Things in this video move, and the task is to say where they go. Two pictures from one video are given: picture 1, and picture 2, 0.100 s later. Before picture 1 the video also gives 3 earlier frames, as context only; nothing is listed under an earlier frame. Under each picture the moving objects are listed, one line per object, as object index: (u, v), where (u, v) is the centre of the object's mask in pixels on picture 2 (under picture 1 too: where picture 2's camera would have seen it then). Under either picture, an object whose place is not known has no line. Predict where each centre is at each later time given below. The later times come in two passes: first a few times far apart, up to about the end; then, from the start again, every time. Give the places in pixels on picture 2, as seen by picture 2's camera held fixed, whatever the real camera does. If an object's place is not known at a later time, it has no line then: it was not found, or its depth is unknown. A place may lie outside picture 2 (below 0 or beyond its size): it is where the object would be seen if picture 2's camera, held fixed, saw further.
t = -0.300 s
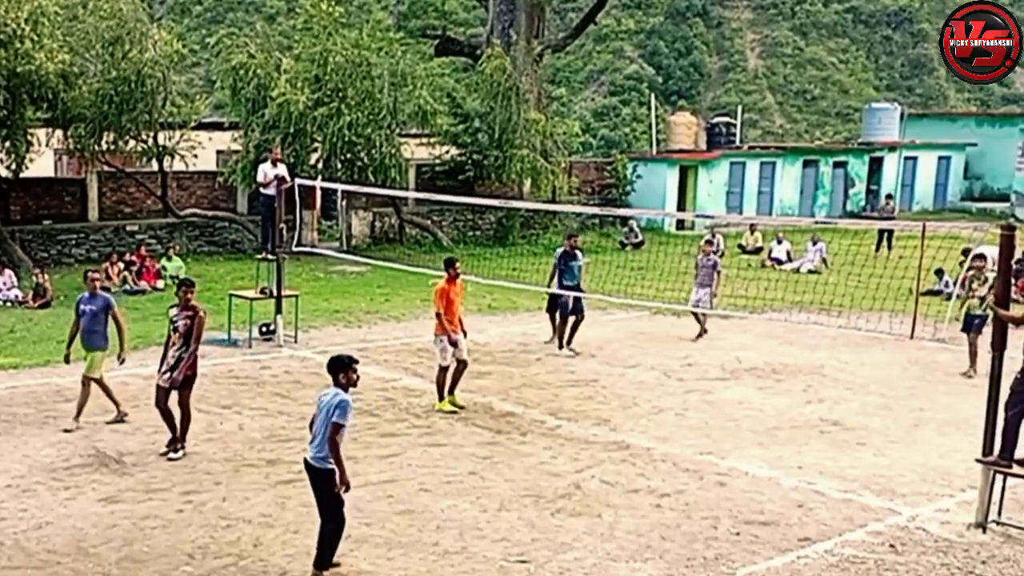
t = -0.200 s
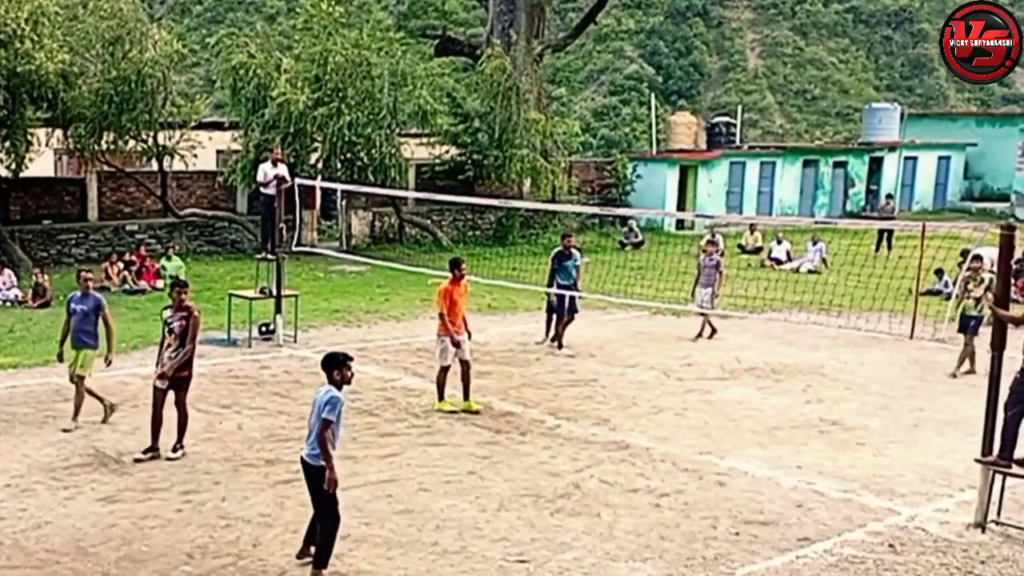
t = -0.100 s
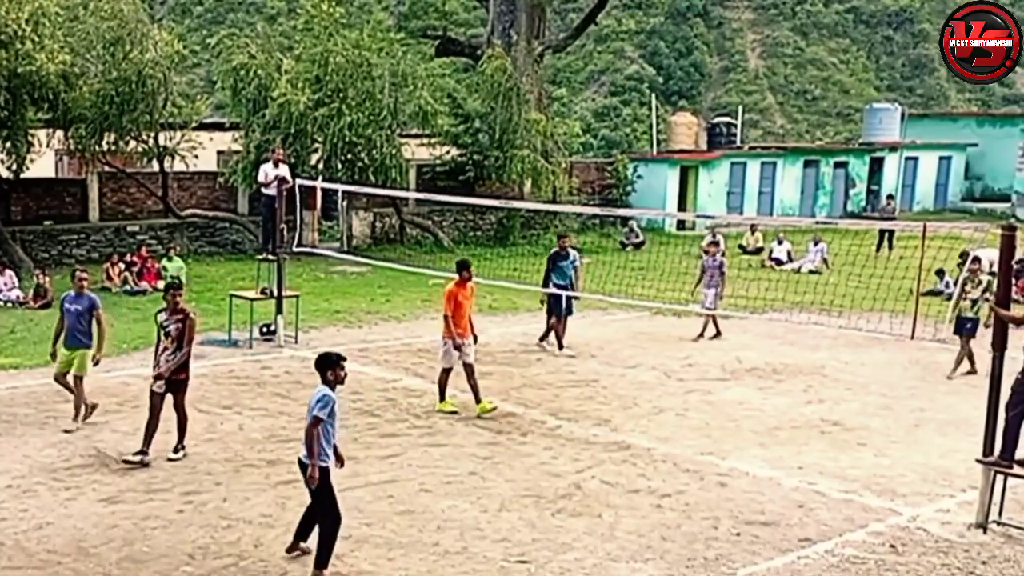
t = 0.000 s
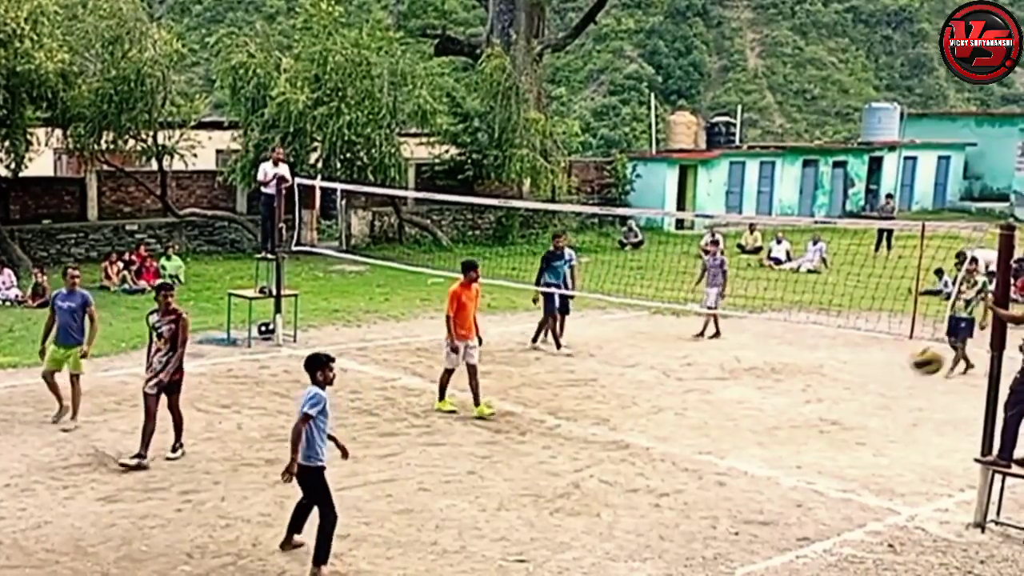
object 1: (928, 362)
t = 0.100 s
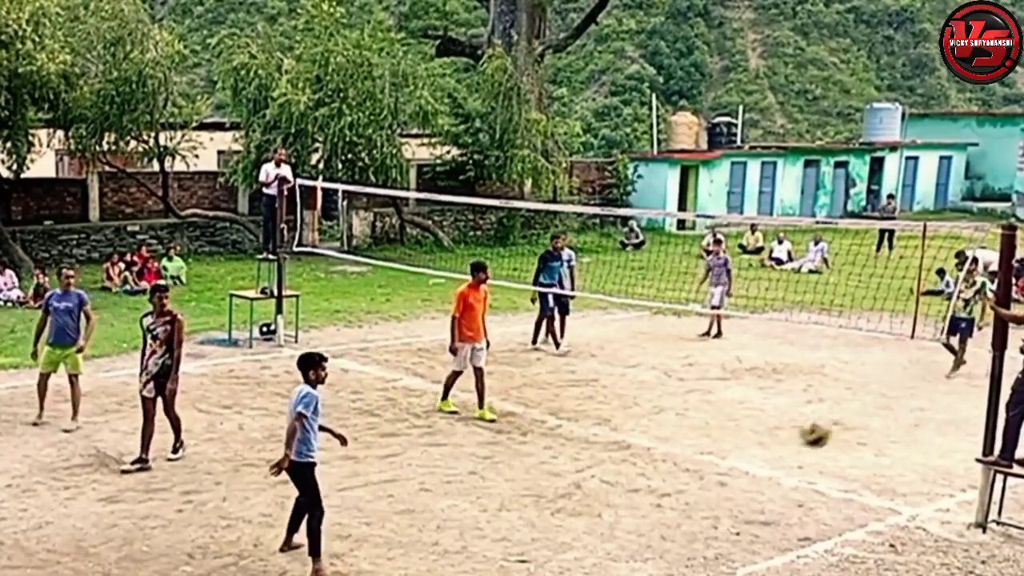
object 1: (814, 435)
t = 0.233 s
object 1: (676, 545)
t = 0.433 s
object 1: (584, 403)
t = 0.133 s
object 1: (778, 461)
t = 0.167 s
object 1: (744, 486)
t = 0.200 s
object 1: (709, 516)
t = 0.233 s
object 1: (676, 545)
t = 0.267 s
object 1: (660, 524)
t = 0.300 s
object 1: (645, 496)
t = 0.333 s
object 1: (629, 471)
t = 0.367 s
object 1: (614, 448)
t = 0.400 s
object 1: (599, 425)
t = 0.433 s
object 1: (584, 403)
